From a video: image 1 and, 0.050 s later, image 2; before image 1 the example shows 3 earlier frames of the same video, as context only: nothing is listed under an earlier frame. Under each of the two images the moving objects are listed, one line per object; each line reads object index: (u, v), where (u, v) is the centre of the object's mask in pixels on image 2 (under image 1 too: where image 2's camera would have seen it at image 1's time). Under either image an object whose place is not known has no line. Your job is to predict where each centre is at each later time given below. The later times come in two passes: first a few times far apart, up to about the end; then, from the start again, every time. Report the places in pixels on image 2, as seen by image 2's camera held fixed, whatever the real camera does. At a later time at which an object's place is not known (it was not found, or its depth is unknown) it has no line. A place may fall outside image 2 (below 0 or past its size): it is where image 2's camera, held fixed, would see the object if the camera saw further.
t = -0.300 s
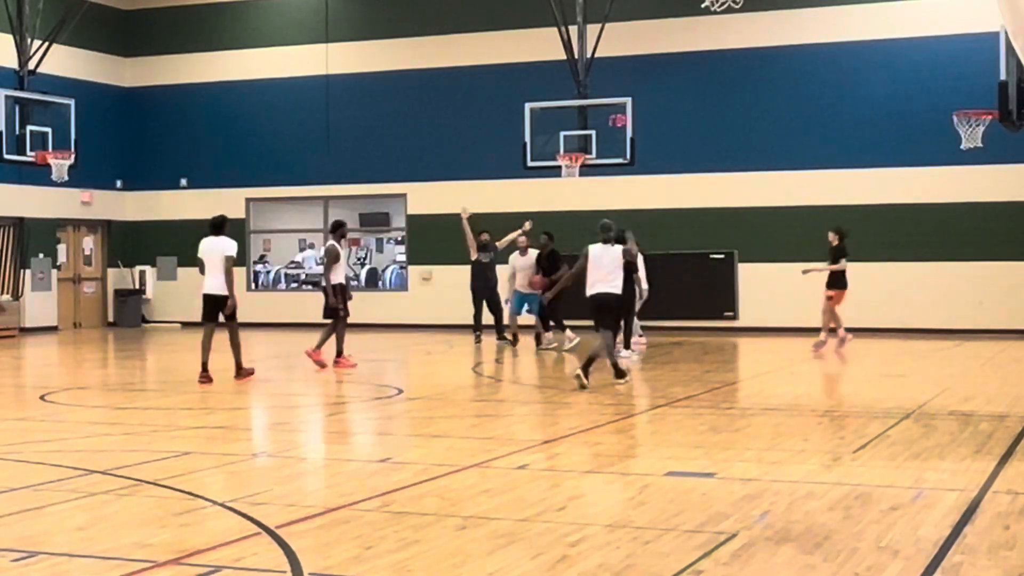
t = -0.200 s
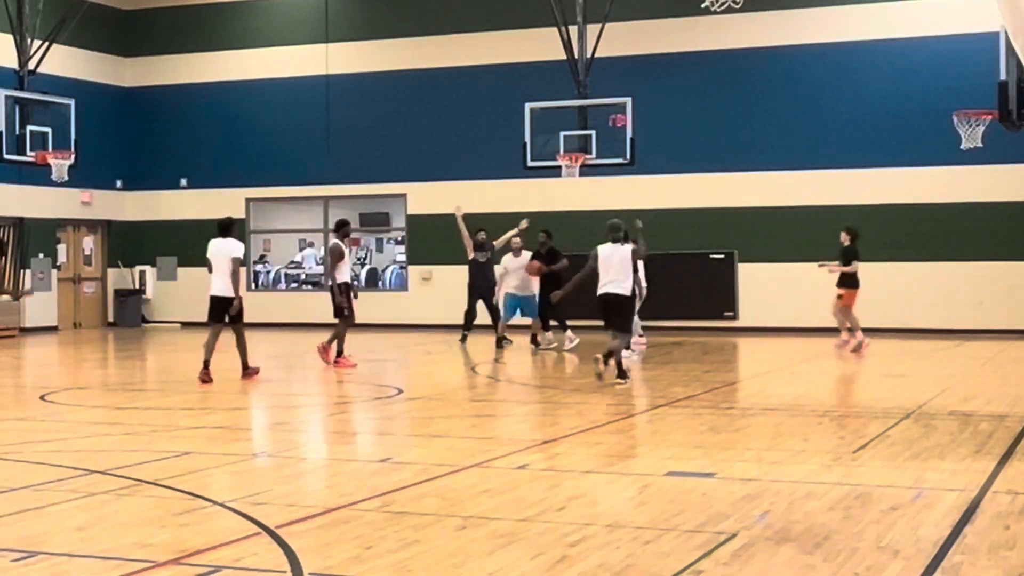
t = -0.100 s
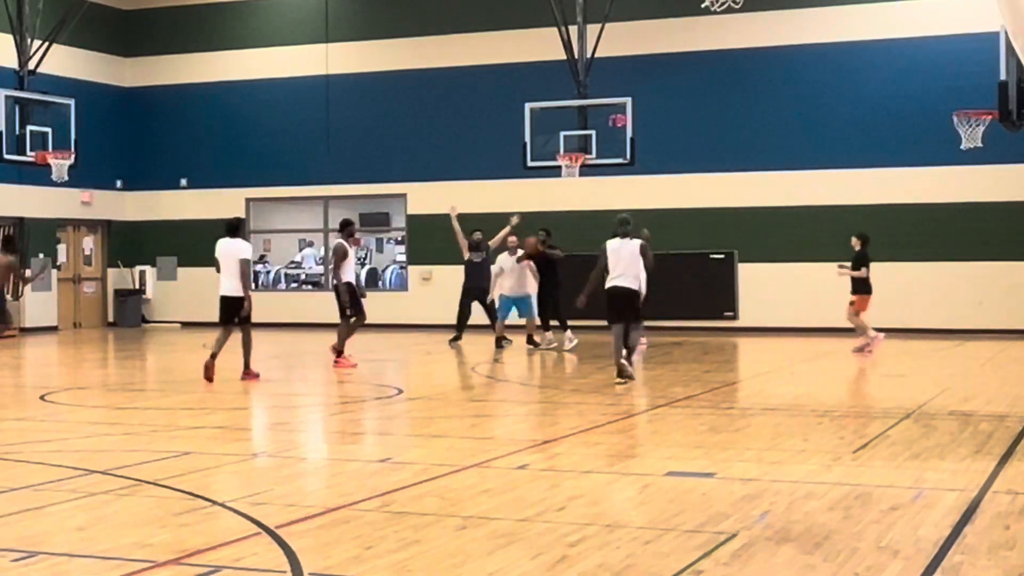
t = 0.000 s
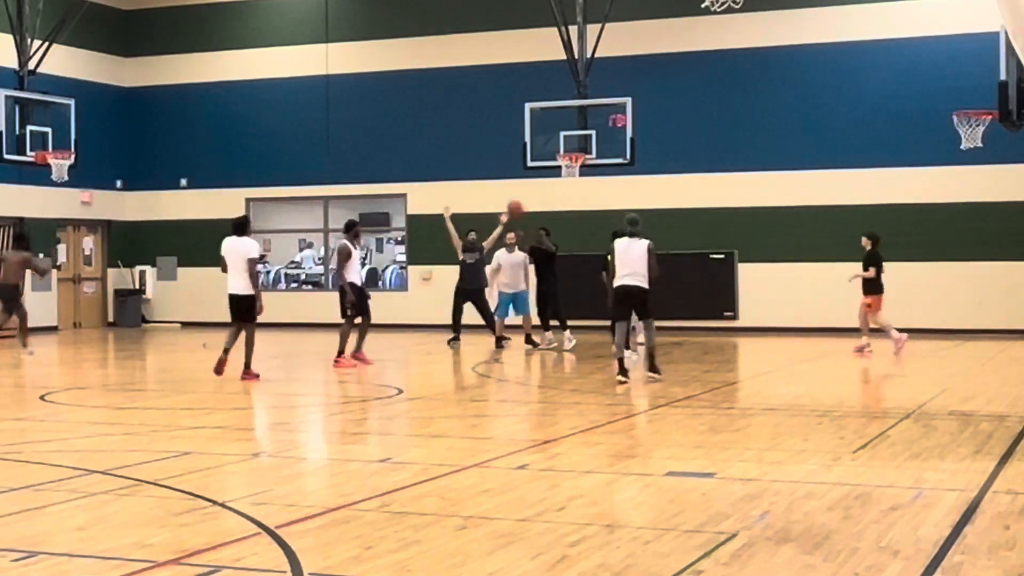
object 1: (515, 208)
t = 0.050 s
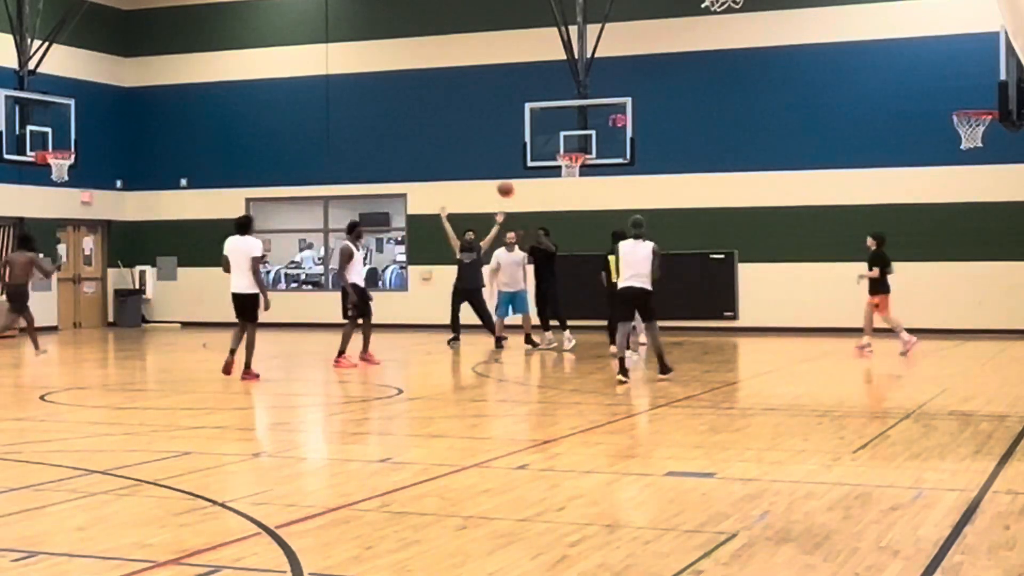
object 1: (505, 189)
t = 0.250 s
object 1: (466, 129)
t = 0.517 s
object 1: (409, 90)
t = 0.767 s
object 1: (352, 100)
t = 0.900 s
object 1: (320, 125)
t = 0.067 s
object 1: (502, 183)
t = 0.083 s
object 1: (499, 177)
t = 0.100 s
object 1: (495, 171)
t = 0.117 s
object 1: (492, 166)
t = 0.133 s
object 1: (490, 162)
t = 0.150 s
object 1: (486, 156)
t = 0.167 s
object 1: (482, 151)
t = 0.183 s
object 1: (480, 146)
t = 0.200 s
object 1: (477, 142)
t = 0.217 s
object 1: (473, 137)
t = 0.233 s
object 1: (469, 133)
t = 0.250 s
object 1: (466, 129)
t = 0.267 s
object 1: (463, 125)
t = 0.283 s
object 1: (459, 123)
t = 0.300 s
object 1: (455, 119)
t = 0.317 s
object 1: (452, 116)
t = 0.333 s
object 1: (448, 112)
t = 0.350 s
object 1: (445, 109)
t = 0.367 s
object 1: (441, 106)
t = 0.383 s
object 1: (438, 104)
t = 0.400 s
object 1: (434, 101)
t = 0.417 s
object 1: (431, 99)
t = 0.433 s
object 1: (427, 97)
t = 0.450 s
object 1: (423, 96)
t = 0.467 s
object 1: (420, 94)
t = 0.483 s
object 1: (416, 92)
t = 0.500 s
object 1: (412, 92)
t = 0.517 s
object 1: (409, 90)
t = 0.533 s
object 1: (405, 89)
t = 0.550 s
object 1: (402, 89)
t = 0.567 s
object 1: (398, 88)
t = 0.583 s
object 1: (395, 88)
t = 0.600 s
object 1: (391, 88)
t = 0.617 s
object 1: (387, 88)
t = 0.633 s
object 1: (383, 89)
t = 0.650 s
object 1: (379, 89)
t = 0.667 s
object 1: (375, 90)
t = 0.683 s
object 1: (372, 91)
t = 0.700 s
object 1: (368, 93)
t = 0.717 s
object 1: (364, 94)
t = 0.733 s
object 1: (360, 95)
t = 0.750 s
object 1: (356, 98)
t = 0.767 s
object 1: (352, 100)
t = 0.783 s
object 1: (348, 102)
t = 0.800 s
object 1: (344, 105)
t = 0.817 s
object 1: (340, 108)
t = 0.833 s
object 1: (337, 110)
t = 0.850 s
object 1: (332, 114)
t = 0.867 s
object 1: (328, 118)
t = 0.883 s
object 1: (324, 121)
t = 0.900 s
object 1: (320, 125)
